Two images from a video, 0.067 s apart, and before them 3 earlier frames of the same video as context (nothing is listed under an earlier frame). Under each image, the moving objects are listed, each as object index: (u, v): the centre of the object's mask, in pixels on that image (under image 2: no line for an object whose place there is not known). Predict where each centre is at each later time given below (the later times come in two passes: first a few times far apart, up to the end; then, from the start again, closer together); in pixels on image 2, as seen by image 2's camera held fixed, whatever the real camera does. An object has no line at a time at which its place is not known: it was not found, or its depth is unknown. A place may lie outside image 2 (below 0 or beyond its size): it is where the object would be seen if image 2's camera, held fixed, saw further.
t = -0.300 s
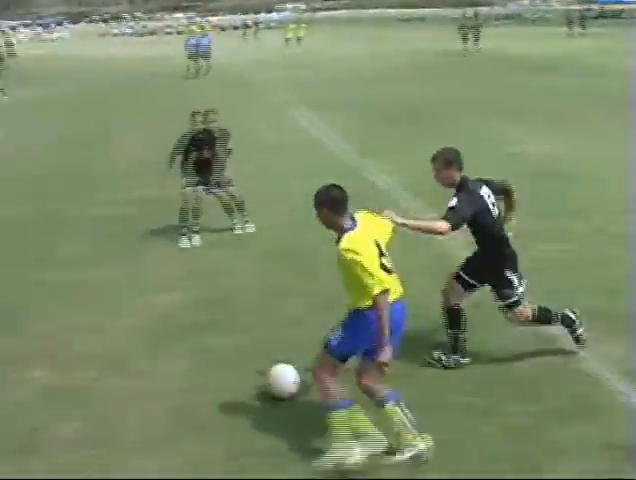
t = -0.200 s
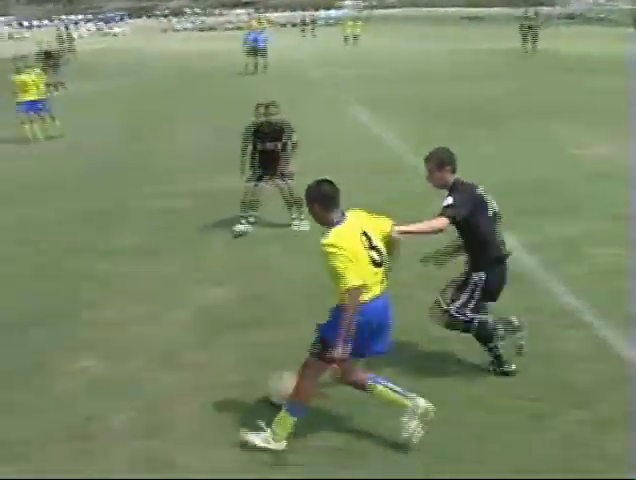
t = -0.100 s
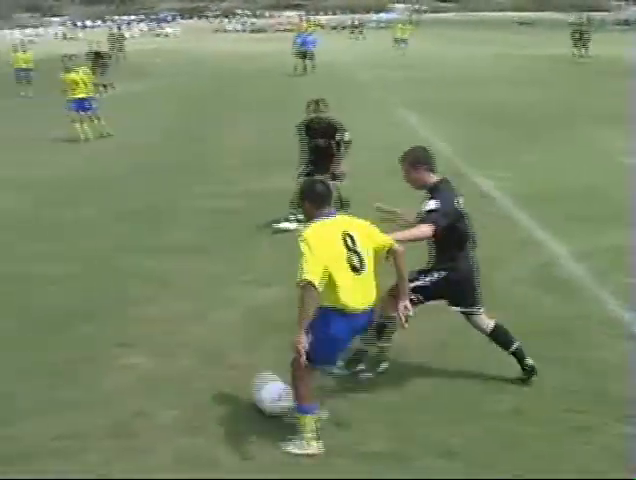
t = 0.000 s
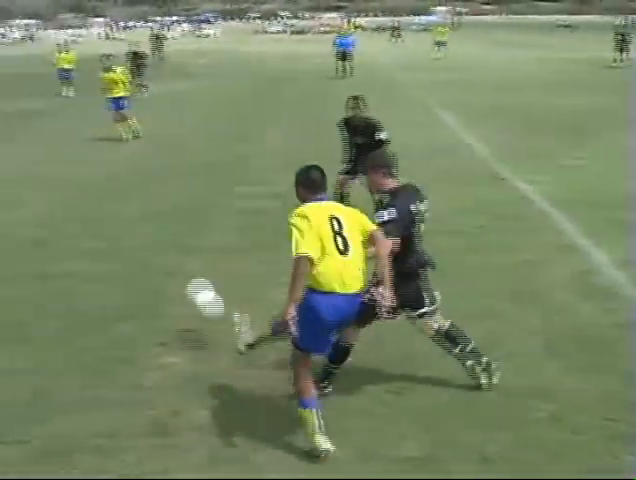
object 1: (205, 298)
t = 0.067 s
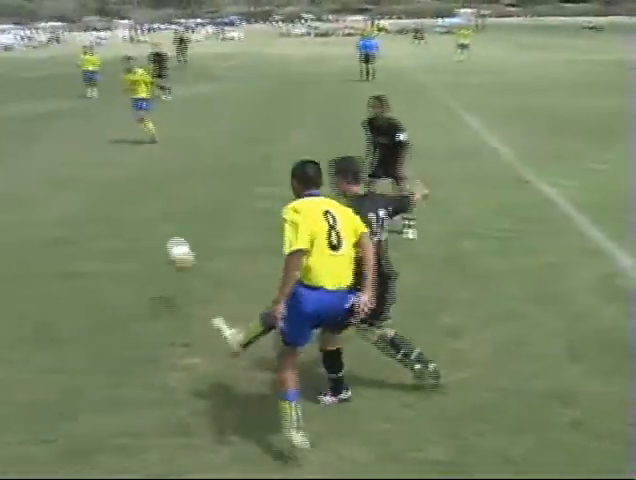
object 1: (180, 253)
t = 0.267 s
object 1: (95, 184)
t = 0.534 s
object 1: (54, 172)
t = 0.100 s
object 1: (160, 235)
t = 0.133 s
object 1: (143, 221)
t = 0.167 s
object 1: (128, 209)
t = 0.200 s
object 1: (117, 198)
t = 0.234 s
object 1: (105, 191)
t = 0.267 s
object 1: (95, 184)
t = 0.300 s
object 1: (87, 178)
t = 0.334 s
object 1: (80, 175)
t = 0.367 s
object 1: (73, 172)
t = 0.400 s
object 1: (68, 170)
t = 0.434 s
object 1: (64, 170)
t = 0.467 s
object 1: (57, 169)
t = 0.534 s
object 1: (54, 172)
